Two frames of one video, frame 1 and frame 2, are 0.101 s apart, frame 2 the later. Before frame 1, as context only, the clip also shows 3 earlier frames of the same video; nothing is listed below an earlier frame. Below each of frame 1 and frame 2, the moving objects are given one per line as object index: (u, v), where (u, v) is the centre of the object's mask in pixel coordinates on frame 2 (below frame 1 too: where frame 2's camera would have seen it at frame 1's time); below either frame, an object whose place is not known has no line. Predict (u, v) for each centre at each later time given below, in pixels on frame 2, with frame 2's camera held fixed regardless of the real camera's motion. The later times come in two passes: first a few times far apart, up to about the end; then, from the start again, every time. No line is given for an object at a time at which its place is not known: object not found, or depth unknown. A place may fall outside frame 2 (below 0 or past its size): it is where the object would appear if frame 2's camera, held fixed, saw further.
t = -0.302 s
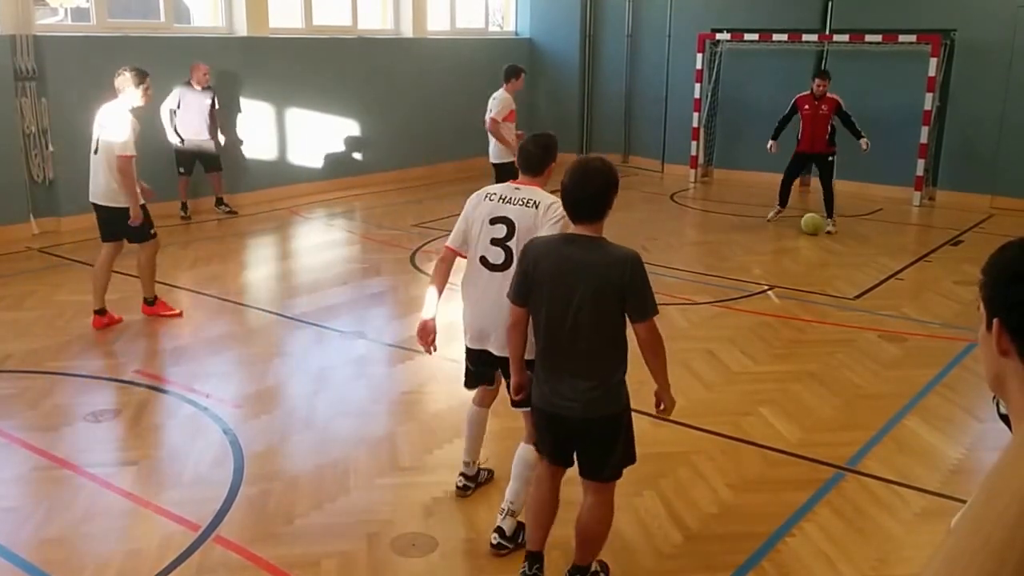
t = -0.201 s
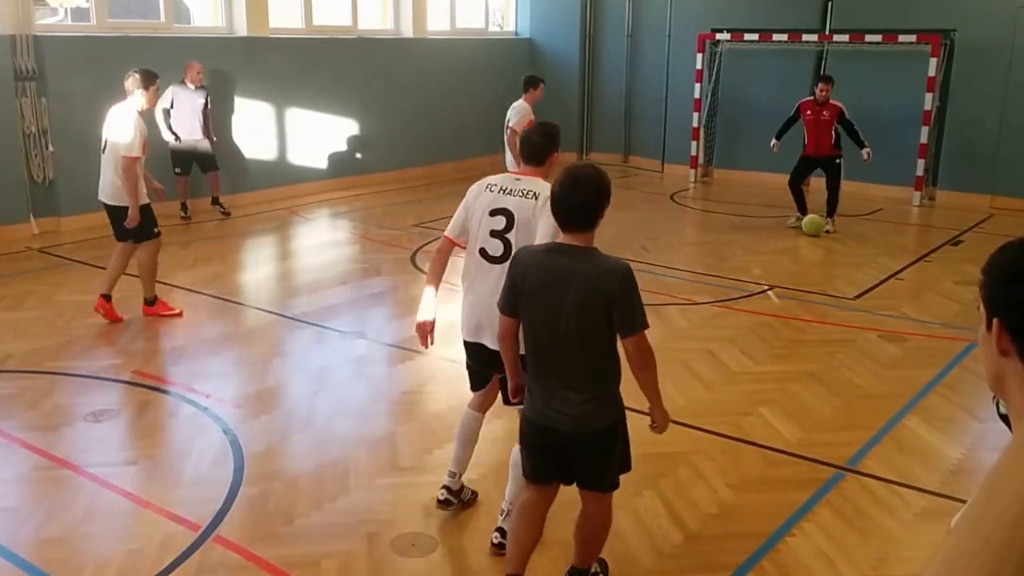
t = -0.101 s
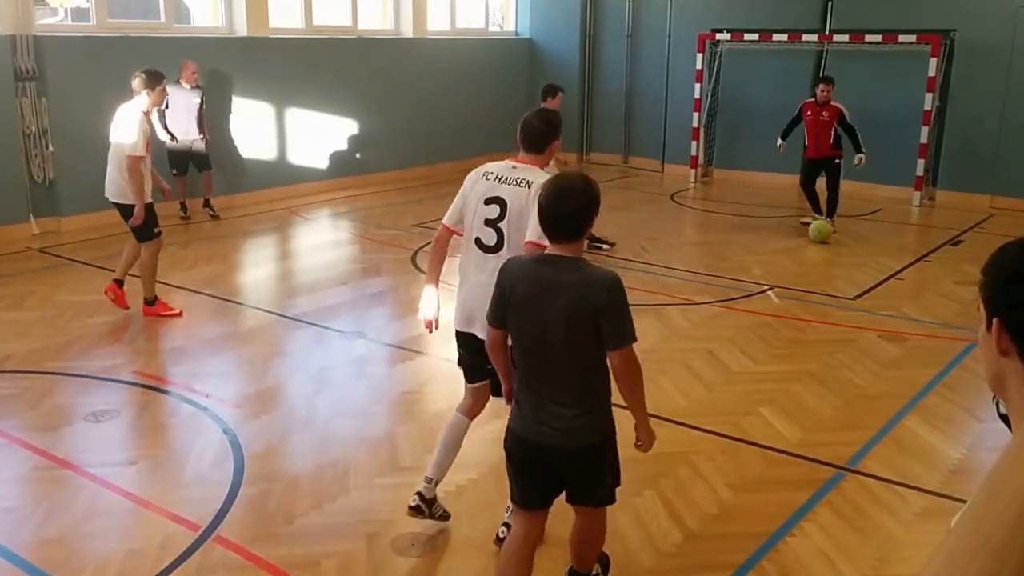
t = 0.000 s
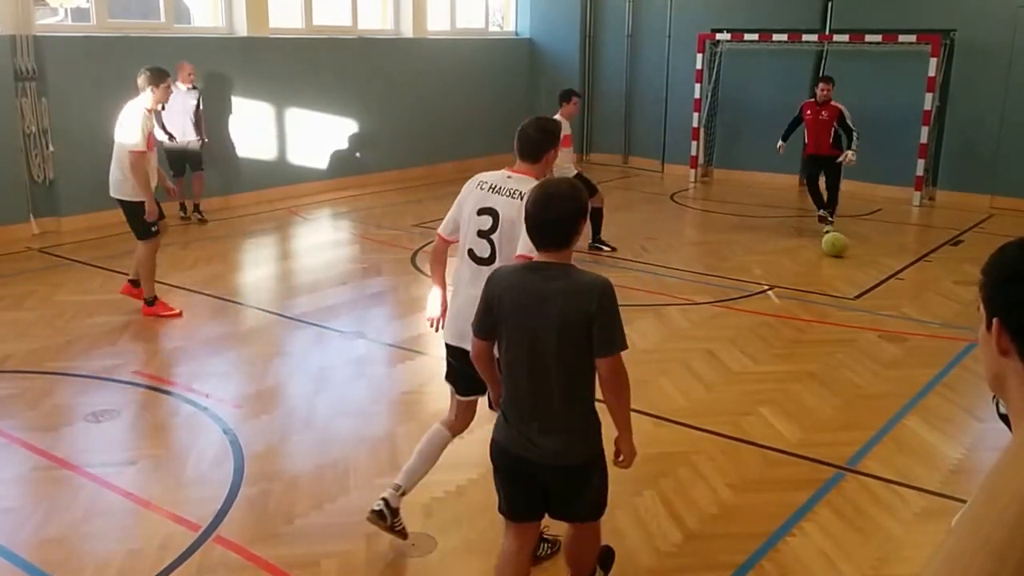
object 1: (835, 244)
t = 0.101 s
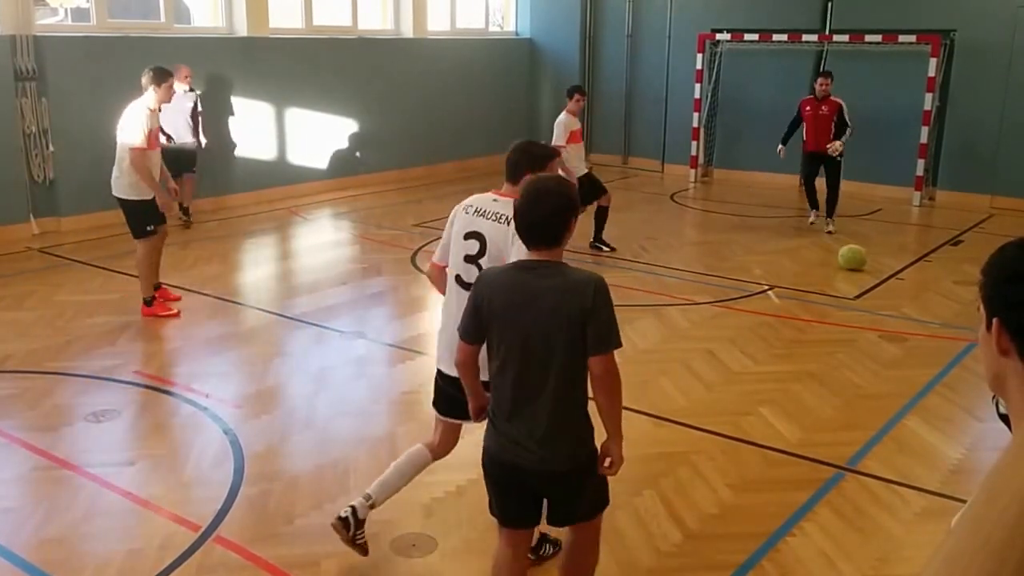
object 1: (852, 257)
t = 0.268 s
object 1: (880, 279)
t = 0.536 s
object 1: (924, 315)
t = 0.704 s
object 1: (952, 336)
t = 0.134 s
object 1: (858, 262)
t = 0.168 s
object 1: (863, 266)
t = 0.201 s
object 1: (868, 270)
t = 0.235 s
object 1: (873, 274)
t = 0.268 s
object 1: (880, 279)
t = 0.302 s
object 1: (885, 283)
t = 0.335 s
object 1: (890, 288)
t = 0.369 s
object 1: (896, 293)
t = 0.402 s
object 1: (902, 297)
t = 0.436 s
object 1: (907, 301)
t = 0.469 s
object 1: (913, 306)
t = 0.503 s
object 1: (918, 310)
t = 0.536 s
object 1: (924, 315)
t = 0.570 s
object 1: (930, 319)
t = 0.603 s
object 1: (935, 323)
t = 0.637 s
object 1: (941, 327)
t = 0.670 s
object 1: (946, 332)
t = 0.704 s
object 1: (952, 336)
